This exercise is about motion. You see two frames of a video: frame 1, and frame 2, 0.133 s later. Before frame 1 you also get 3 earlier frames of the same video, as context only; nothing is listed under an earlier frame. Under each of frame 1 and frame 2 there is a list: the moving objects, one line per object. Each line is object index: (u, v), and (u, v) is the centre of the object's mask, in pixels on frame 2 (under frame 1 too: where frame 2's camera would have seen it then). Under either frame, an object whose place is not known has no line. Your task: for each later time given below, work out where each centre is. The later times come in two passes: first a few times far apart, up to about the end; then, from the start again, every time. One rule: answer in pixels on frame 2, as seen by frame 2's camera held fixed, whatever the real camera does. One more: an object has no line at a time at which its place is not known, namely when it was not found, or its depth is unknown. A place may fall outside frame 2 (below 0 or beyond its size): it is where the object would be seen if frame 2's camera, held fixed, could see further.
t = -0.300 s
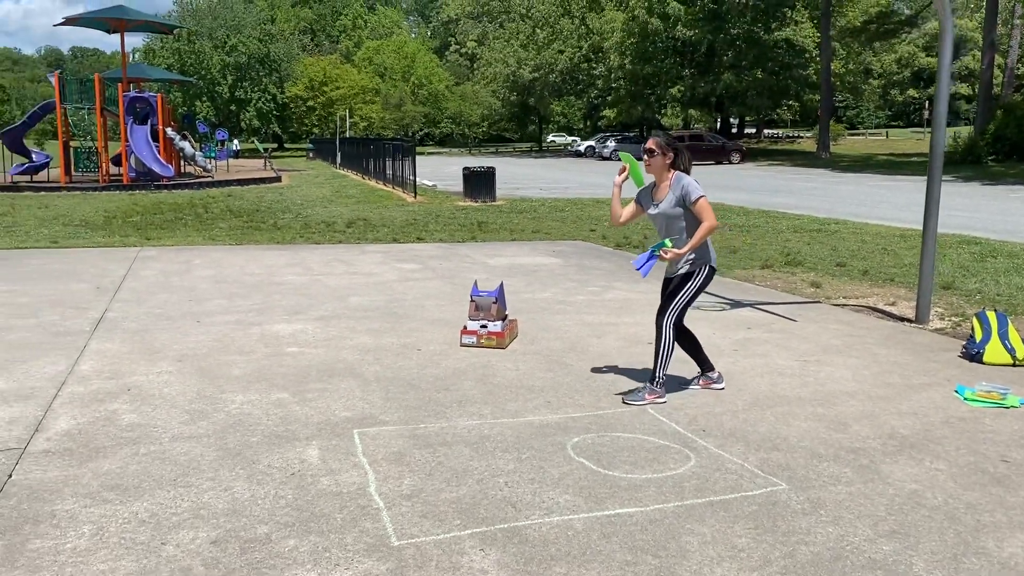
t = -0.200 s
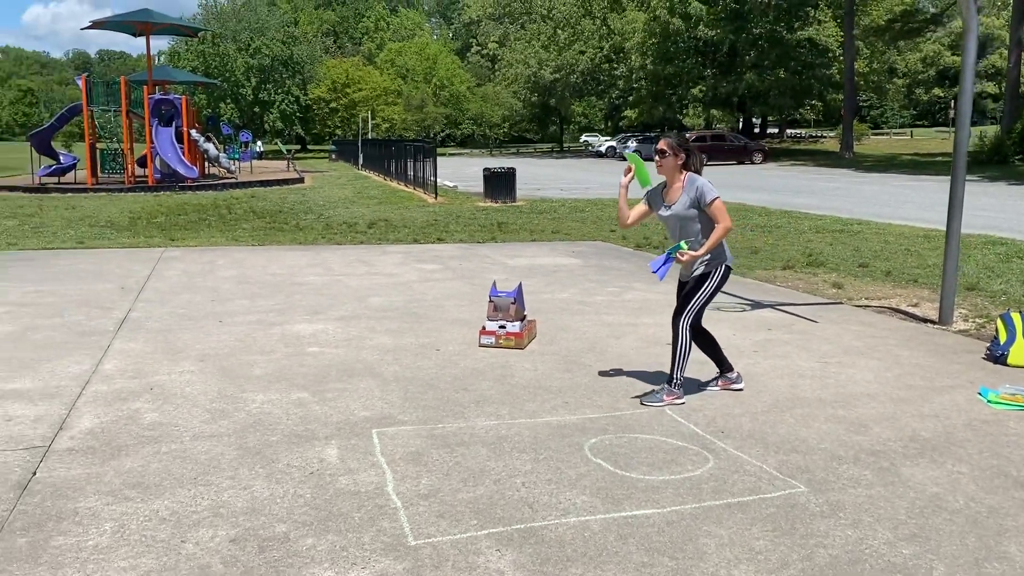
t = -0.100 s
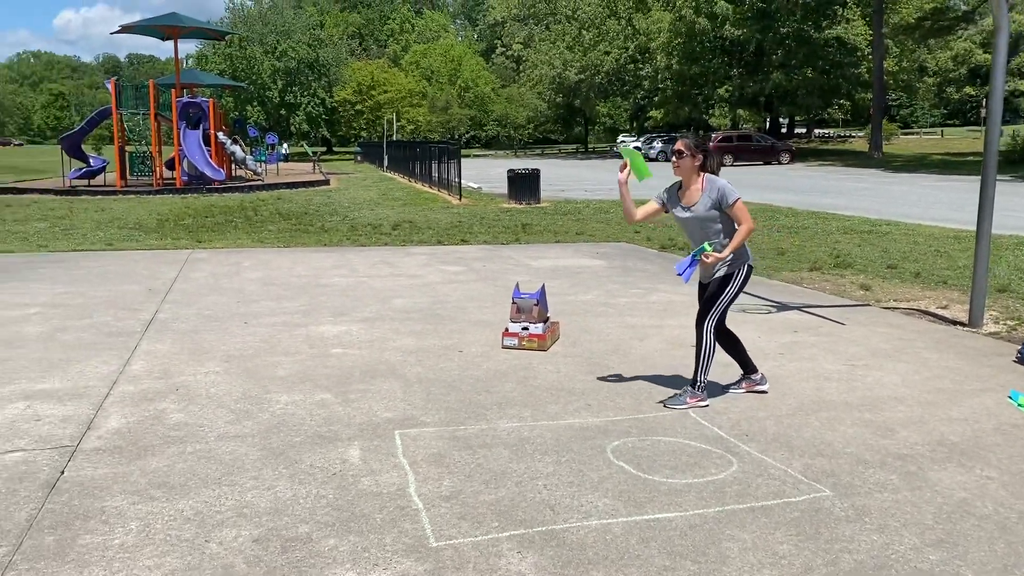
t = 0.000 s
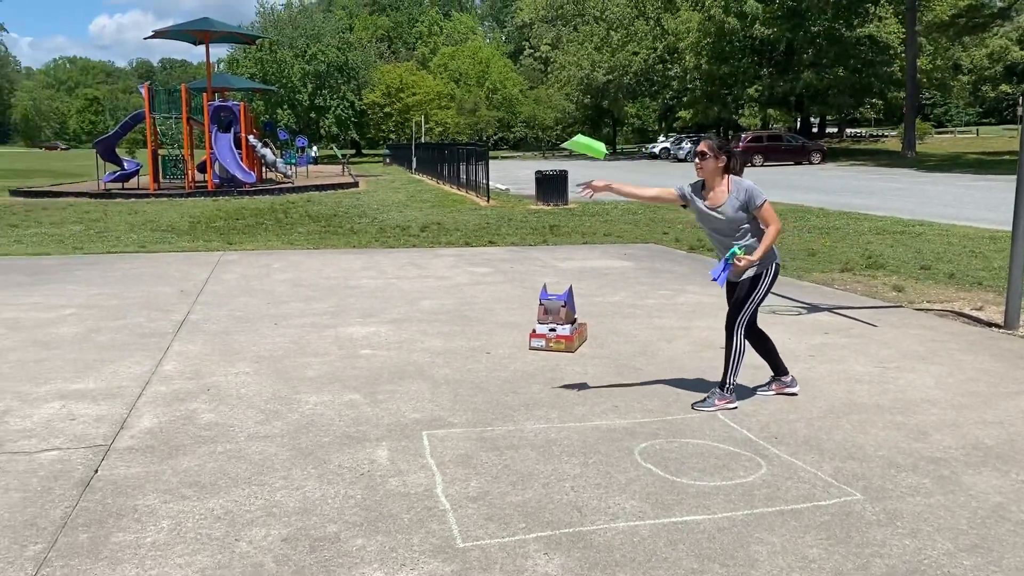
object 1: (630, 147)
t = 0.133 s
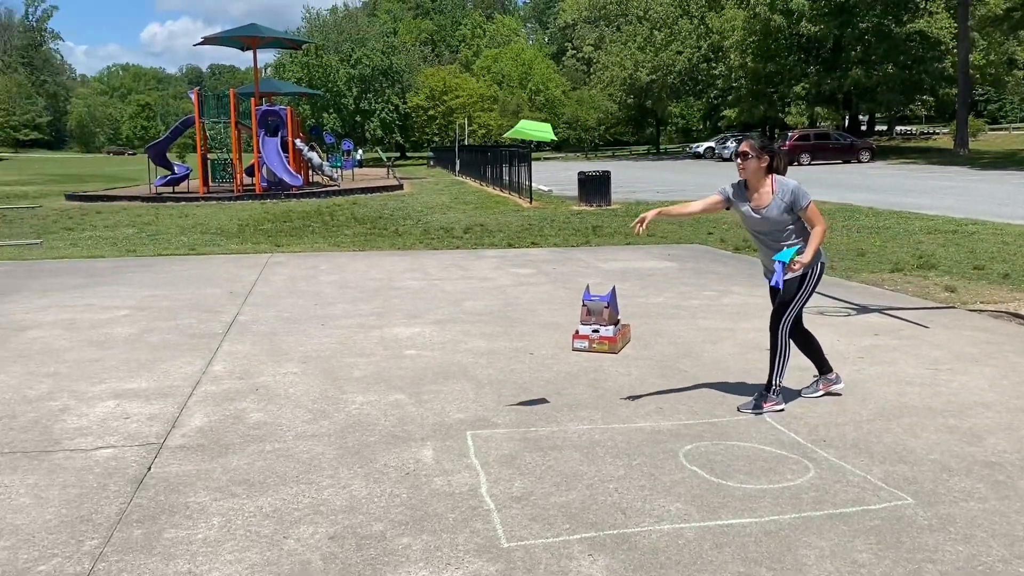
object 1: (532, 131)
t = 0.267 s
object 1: (435, 138)
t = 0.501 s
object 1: (235, 183)
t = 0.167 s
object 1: (508, 130)
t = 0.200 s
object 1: (485, 130)
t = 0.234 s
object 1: (461, 133)
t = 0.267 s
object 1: (435, 138)
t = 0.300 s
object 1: (409, 146)
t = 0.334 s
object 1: (383, 154)
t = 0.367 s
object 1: (356, 164)
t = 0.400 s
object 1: (325, 173)
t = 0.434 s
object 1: (295, 180)
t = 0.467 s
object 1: (265, 182)
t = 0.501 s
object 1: (235, 183)
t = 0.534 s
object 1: (208, 186)
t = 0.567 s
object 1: (182, 189)
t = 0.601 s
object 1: (160, 196)
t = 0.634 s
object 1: (140, 207)
